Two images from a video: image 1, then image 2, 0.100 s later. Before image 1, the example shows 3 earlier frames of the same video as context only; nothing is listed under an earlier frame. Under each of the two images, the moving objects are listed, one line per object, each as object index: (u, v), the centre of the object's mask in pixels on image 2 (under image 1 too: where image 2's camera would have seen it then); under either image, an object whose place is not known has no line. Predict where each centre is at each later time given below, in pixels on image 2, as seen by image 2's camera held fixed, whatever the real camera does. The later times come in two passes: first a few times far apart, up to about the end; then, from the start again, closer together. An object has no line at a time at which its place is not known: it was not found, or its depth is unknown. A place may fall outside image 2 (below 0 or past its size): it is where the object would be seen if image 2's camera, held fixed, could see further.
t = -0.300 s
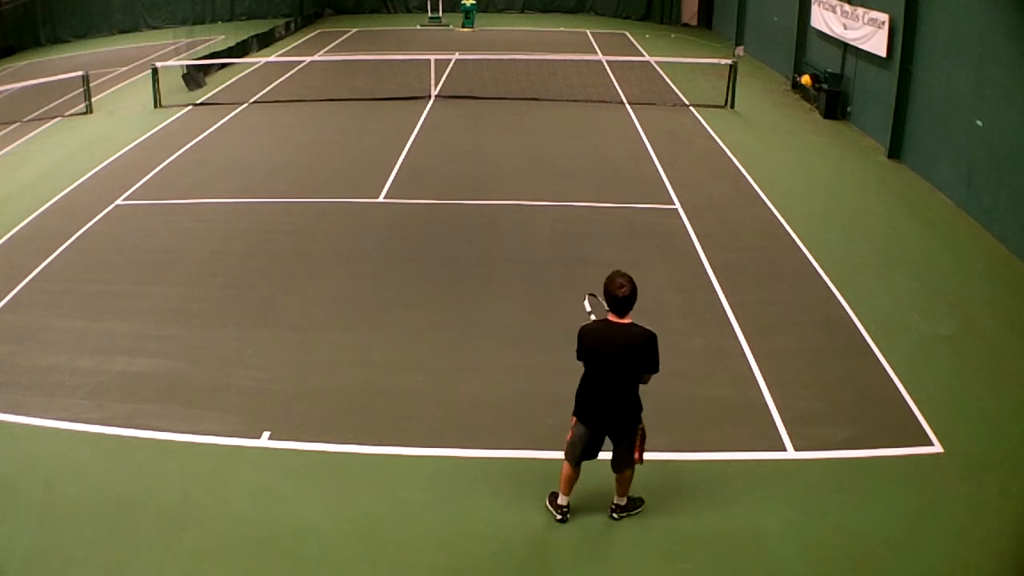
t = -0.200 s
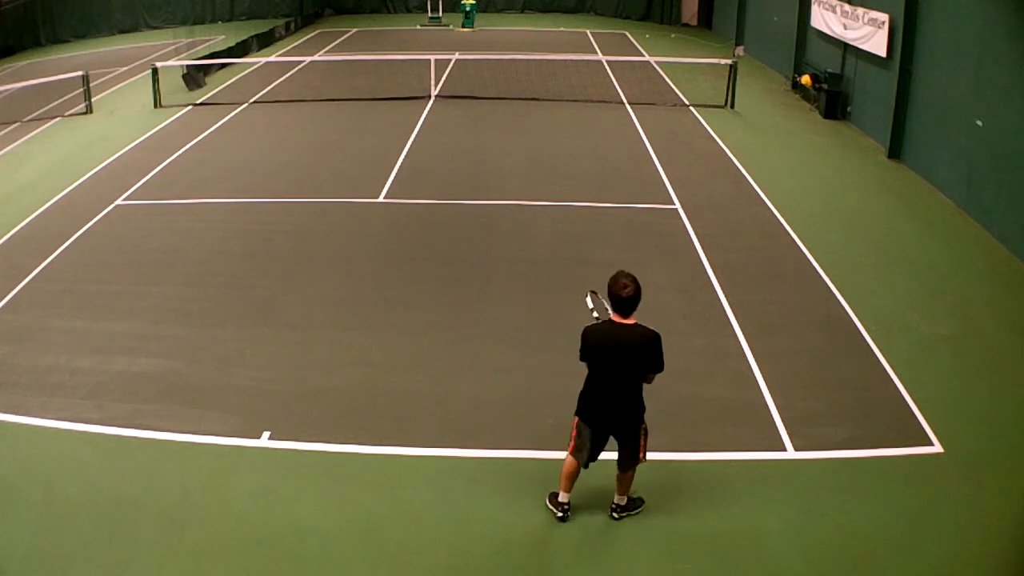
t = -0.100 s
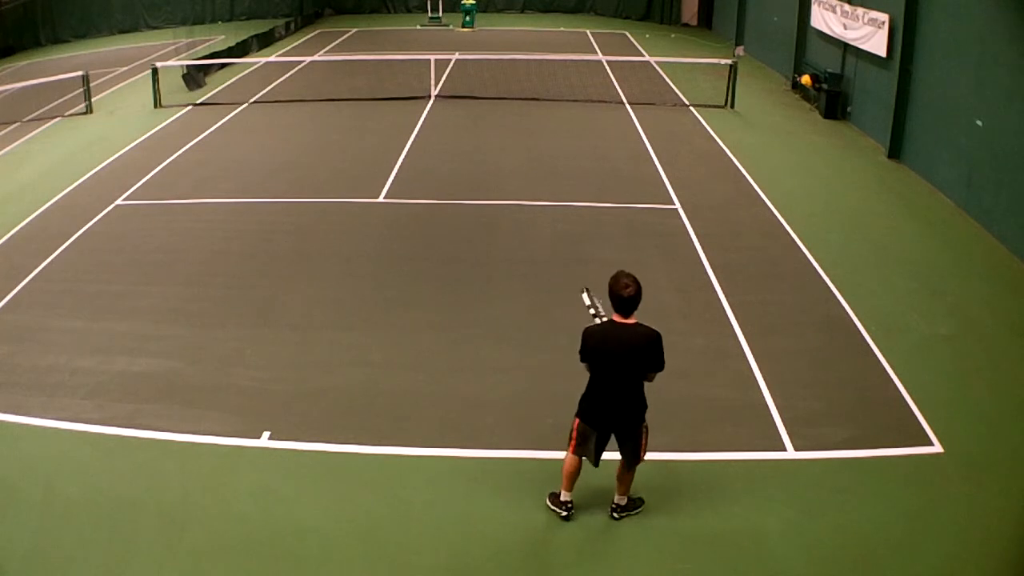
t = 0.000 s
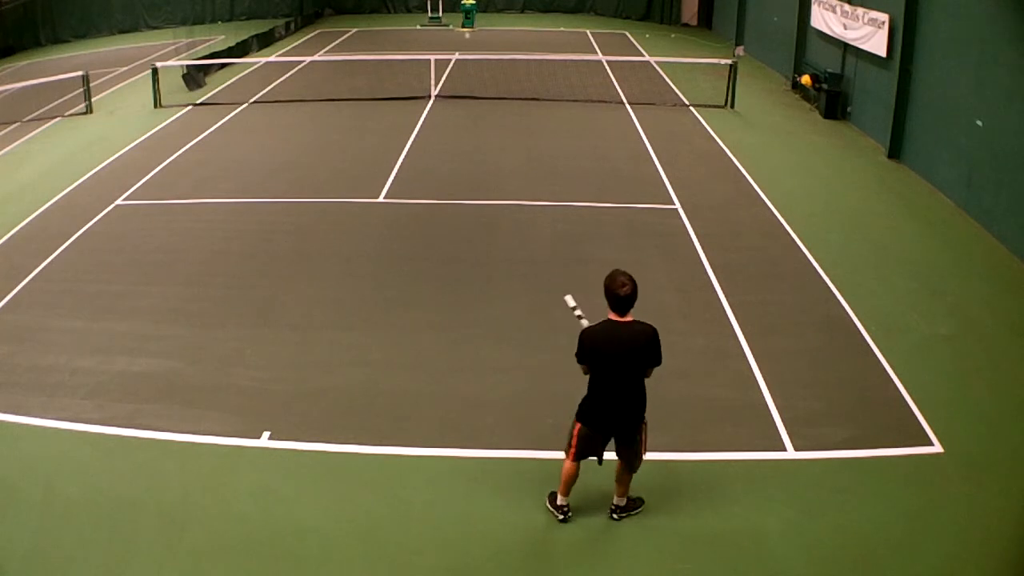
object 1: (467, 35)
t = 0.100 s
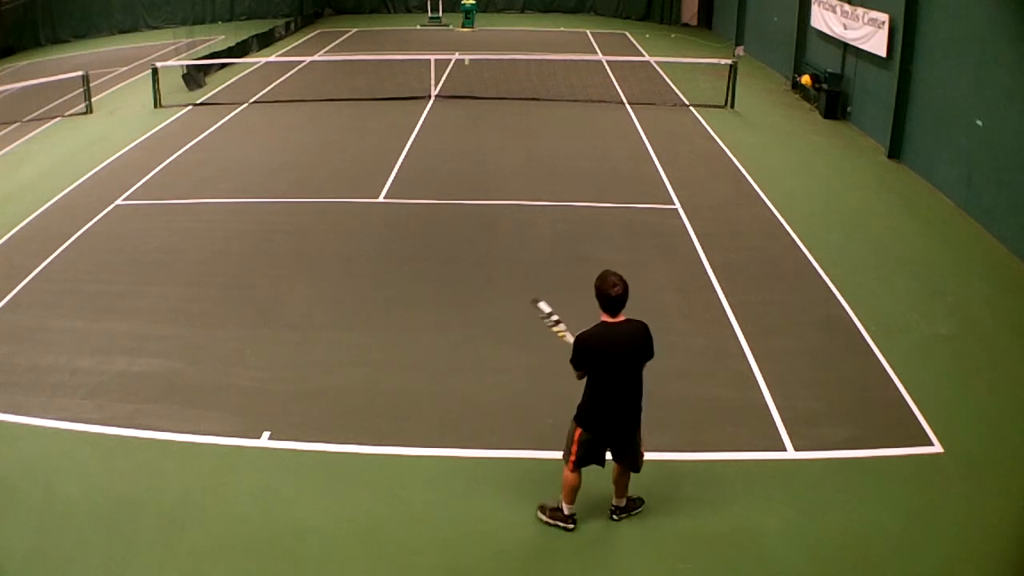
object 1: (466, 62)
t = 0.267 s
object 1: (466, 134)
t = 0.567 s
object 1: (463, 250)
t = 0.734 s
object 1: (462, 286)
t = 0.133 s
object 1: (466, 72)
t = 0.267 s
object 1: (466, 134)
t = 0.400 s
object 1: (464, 234)
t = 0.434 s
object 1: (464, 247)
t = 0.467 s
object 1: (464, 246)
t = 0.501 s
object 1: (464, 246)
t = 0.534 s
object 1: (463, 248)
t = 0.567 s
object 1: (463, 250)
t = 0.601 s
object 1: (463, 254)
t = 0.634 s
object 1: (463, 259)
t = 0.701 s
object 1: (463, 275)
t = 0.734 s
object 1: (462, 286)
